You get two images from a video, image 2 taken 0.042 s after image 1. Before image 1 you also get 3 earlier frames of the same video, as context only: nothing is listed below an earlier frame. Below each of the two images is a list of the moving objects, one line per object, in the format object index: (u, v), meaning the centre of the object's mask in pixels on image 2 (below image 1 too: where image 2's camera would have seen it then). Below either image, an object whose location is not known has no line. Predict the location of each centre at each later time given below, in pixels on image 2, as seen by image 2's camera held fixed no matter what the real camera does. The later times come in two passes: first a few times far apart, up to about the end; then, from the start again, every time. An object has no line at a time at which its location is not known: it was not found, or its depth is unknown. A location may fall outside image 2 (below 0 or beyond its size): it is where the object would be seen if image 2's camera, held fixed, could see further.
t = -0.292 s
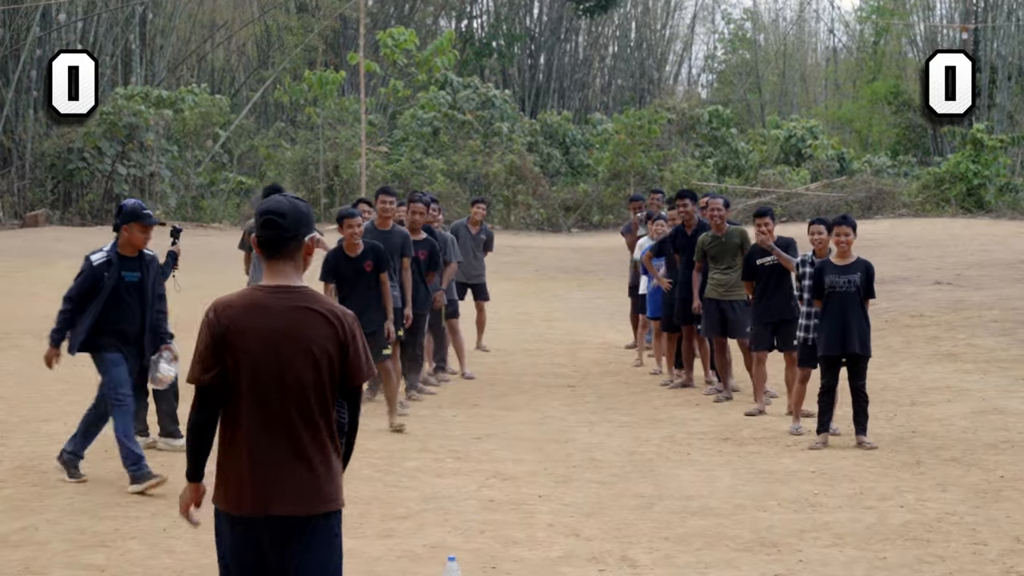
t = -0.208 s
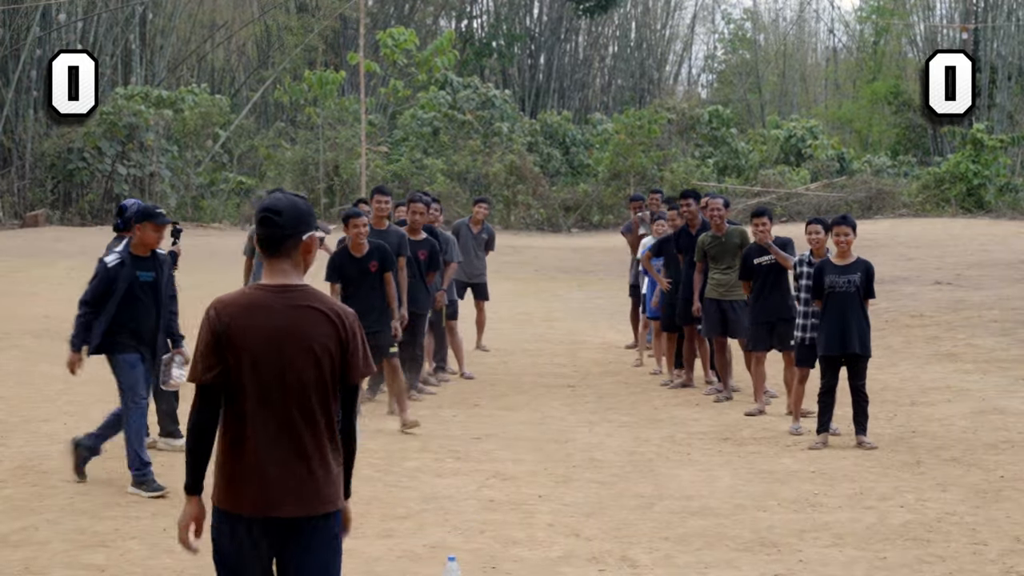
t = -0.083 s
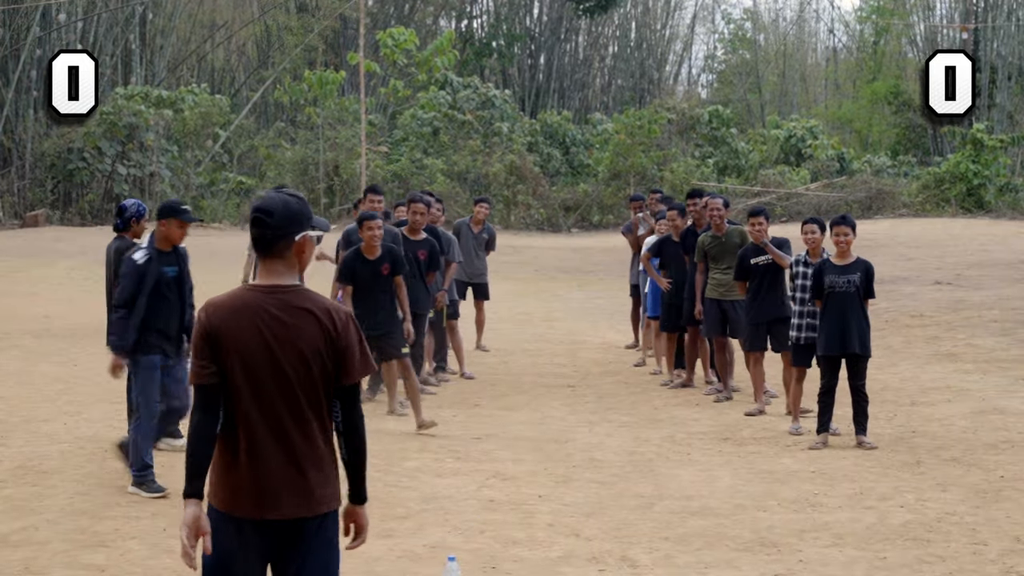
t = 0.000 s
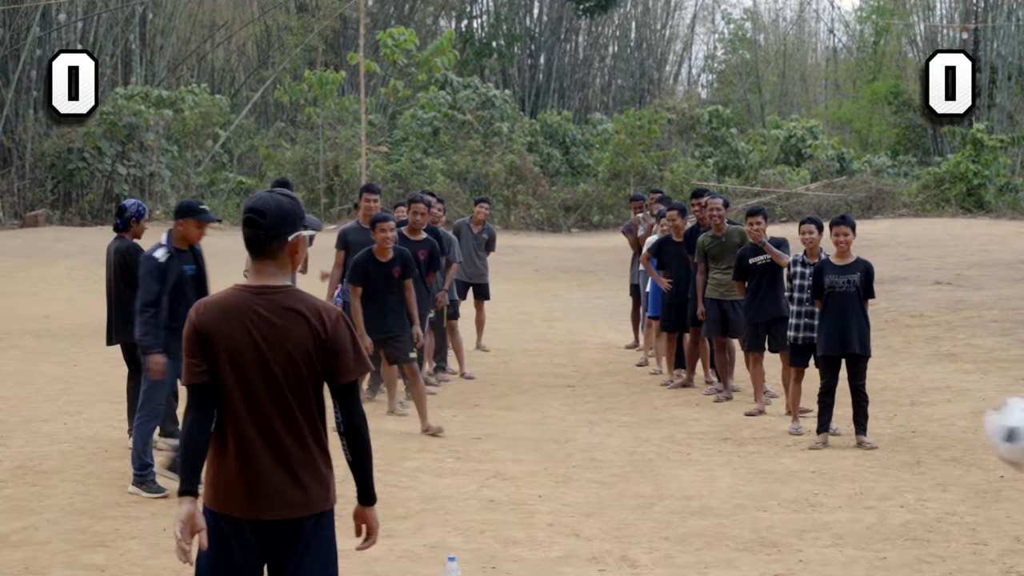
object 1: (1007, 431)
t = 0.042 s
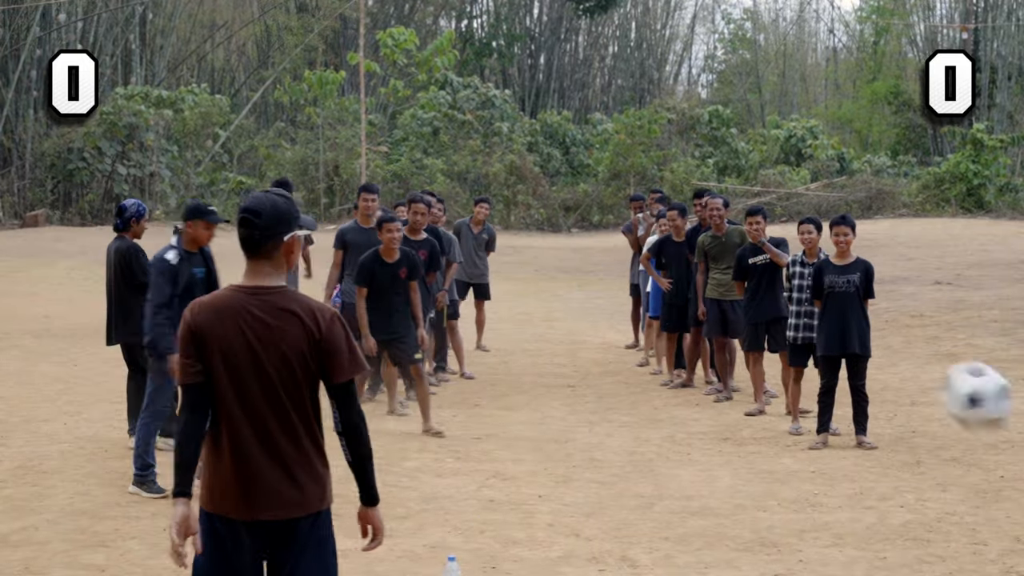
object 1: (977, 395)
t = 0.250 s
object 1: (801, 300)
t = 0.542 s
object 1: (630, 338)
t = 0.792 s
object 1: (529, 473)
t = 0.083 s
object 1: (936, 361)
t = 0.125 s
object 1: (898, 338)
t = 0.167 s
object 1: (862, 322)
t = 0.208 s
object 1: (832, 310)
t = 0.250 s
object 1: (801, 300)
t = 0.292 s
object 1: (771, 295)
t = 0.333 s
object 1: (744, 296)
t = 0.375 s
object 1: (718, 298)
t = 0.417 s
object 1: (693, 304)
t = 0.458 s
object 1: (671, 314)
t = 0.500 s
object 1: (651, 326)
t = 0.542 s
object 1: (630, 338)
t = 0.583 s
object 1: (611, 354)
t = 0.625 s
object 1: (593, 376)
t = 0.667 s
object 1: (575, 397)
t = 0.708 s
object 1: (558, 421)
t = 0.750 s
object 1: (544, 445)
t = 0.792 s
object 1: (529, 473)
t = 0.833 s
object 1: (519, 466)
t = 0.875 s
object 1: (514, 439)
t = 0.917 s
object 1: (508, 414)
